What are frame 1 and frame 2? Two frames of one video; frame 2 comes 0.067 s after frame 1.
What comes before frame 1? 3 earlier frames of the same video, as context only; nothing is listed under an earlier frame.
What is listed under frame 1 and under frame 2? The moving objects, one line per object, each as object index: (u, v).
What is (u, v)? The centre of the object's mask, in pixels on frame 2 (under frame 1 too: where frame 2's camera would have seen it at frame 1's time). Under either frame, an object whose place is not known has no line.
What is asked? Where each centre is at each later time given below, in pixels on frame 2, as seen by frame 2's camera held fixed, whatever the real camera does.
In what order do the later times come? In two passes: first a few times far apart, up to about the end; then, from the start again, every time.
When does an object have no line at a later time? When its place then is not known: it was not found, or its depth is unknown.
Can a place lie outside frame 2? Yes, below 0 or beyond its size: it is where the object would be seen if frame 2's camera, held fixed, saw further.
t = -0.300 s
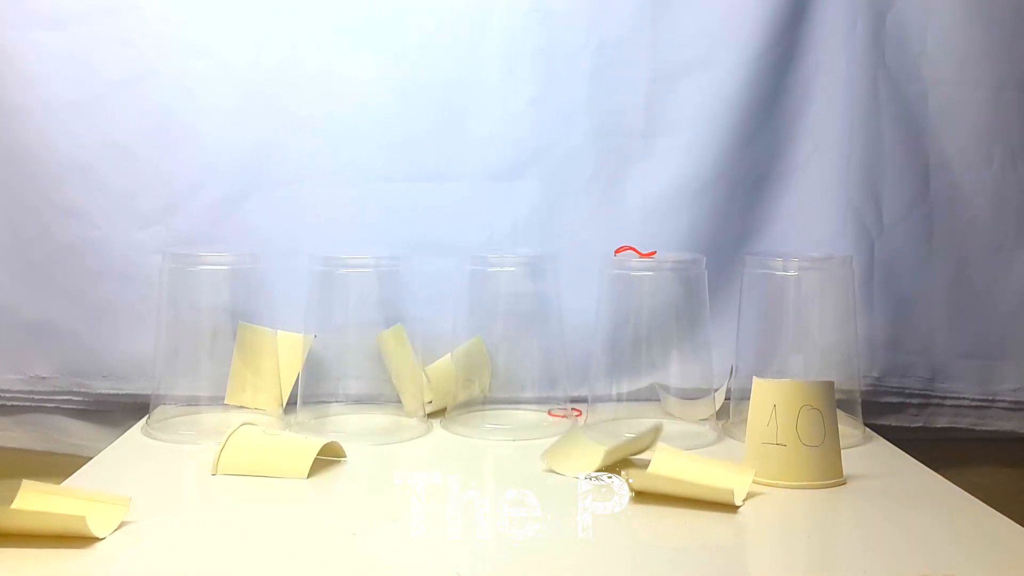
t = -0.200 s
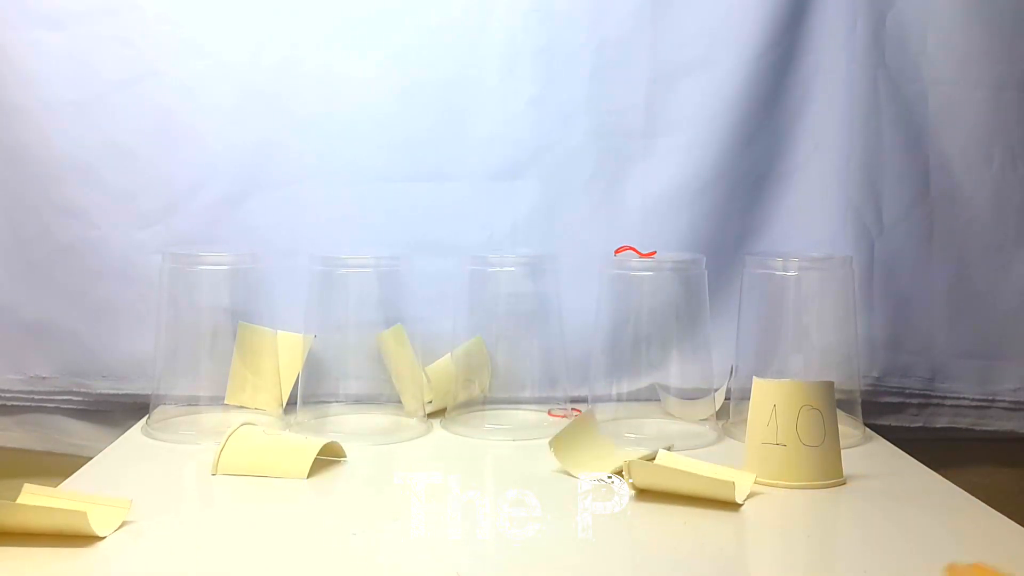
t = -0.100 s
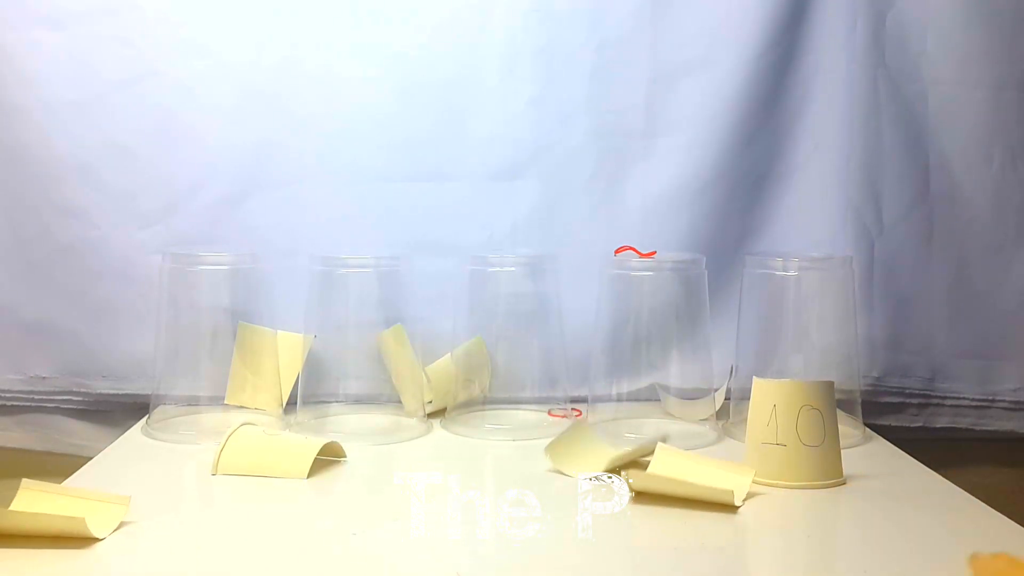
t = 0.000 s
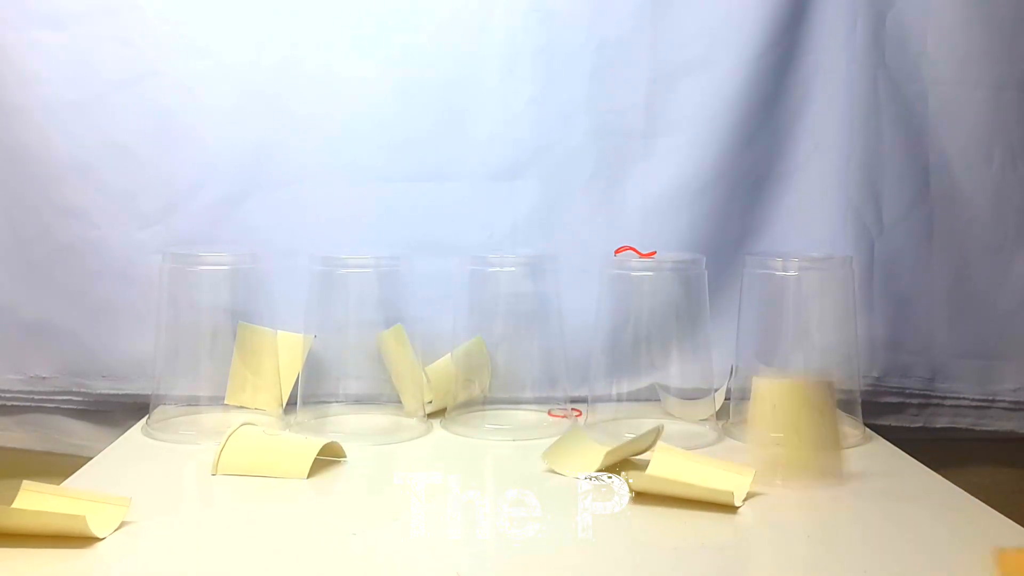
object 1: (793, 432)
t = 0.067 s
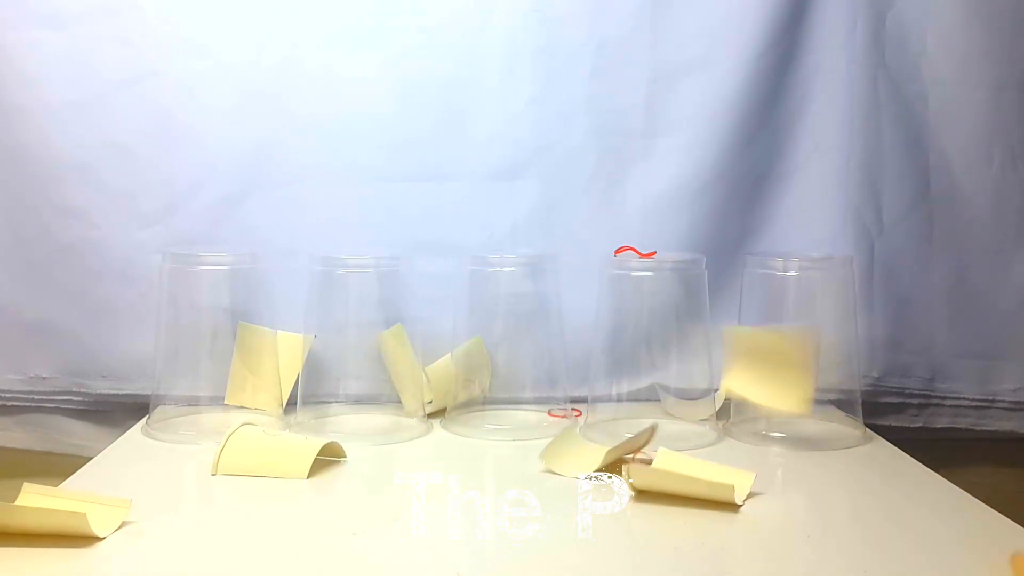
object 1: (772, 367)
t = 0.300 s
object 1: (704, 443)
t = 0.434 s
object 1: (699, 449)
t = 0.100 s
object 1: (745, 395)
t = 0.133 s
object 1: (716, 375)
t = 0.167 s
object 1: (698, 403)
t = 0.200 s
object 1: (699, 424)
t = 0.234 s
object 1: (700, 439)
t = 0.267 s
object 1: (700, 442)
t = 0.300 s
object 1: (704, 443)
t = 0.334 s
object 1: (702, 445)
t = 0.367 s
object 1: (701, 446)
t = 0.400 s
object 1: (700, 449)
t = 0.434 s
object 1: (699, 449)
